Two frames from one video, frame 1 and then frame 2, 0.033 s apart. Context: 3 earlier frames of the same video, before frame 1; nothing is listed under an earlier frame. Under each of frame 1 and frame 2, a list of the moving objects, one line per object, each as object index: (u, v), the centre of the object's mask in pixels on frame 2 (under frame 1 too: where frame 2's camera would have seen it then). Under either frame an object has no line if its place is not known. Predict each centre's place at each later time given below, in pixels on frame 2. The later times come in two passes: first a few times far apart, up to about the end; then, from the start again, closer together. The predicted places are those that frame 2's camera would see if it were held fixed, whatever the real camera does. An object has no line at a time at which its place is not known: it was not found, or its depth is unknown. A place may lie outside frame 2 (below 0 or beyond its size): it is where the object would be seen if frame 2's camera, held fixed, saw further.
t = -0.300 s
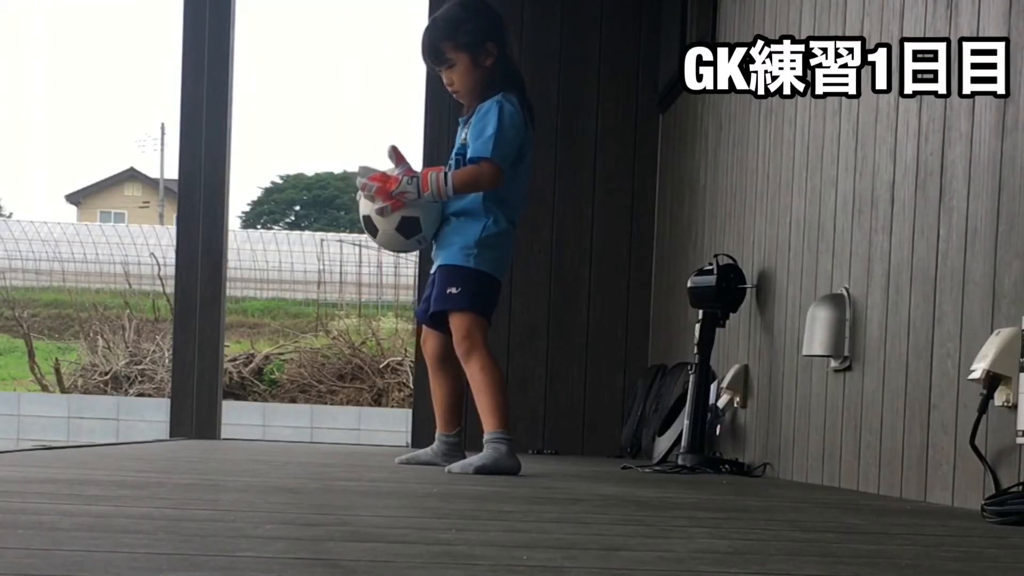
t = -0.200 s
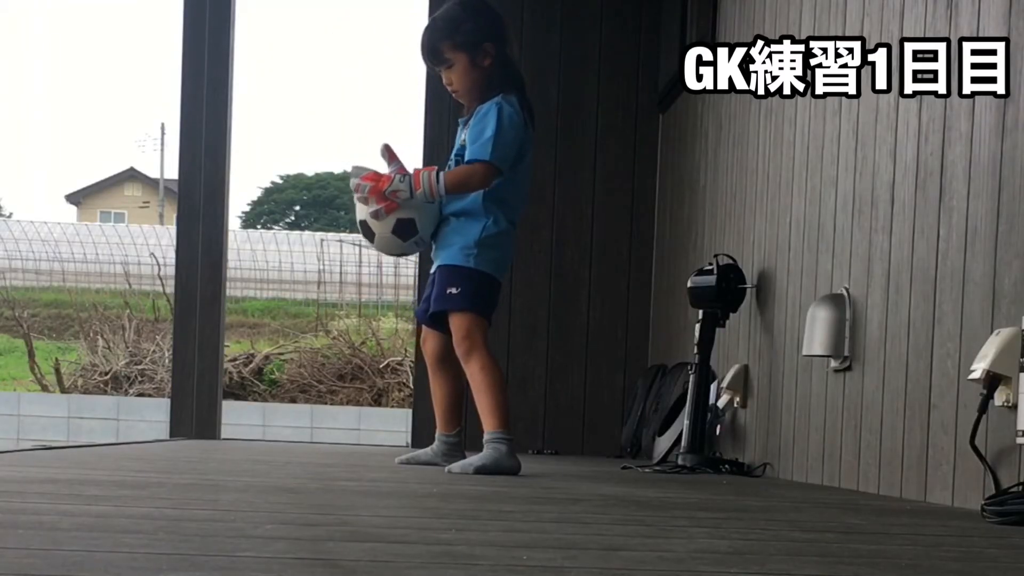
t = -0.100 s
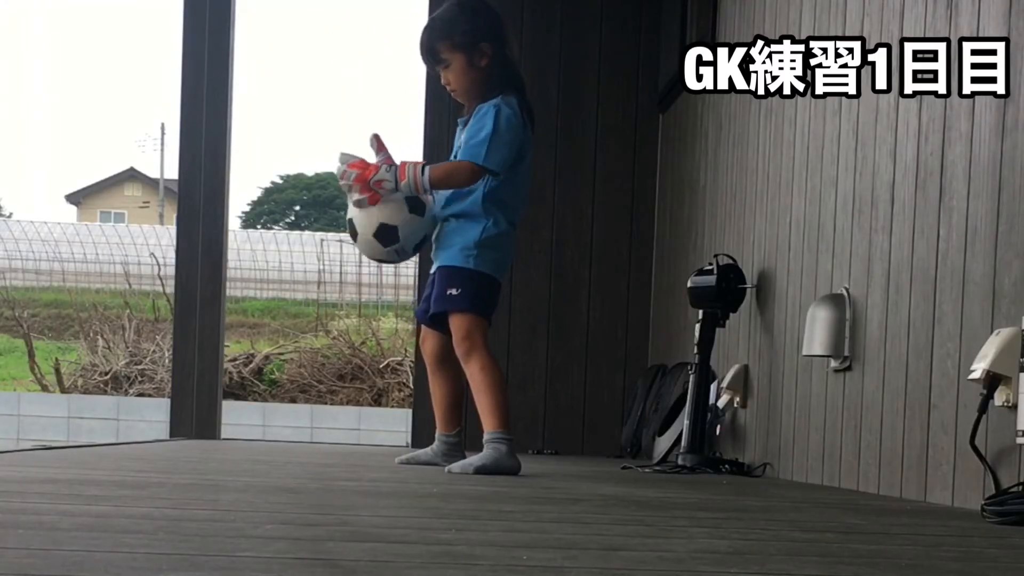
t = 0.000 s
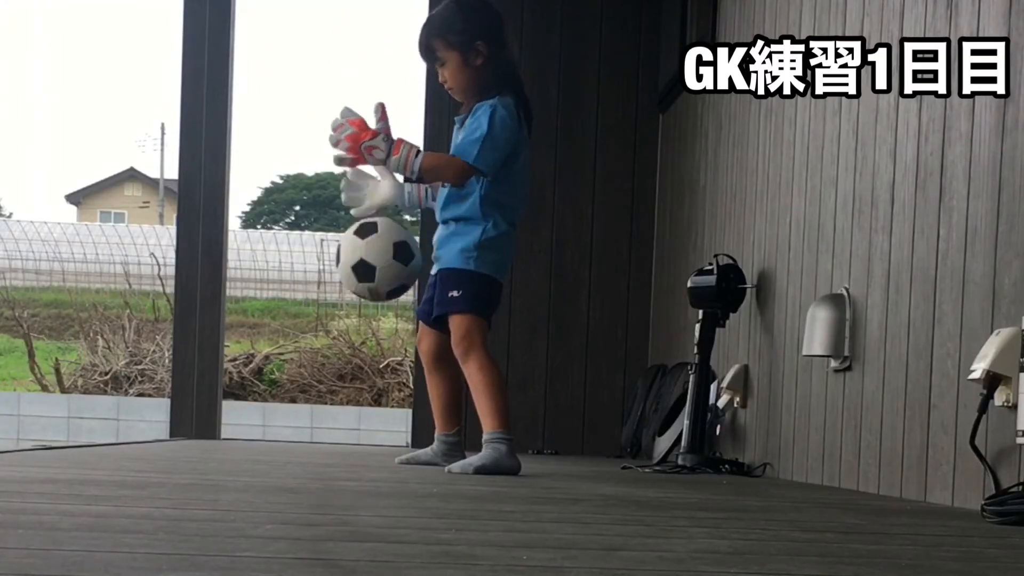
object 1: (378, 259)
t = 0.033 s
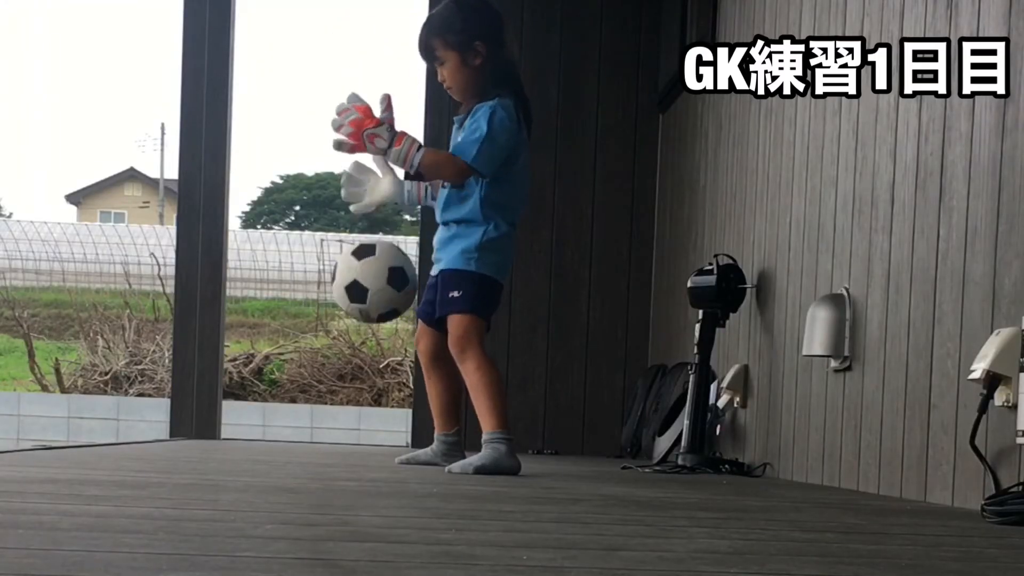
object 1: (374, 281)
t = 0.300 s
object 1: (361, 334)
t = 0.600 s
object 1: (365, 369)
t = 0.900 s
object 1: (367, 355)
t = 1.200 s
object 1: (367, 380)
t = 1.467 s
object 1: (366, 397)
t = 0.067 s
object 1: (371, 309)
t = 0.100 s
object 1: (366, 340)
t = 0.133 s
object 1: (361, 376)
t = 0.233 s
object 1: (358, 381)
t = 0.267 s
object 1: (360, 355)
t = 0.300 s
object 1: (361, 334)
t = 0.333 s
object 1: (362, 319)
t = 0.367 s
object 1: (363, 309)
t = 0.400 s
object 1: (364, 303)
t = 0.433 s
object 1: (364, 302)
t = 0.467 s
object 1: (365, 306)
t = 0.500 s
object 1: (365, 314)
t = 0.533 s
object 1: (365, 328)
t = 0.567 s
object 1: (365, 346)
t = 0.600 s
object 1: (365, 369)
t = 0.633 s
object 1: (364, 397)
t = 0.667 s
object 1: (363, 427)
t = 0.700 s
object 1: (364, 407)
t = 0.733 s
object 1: (365, 386)
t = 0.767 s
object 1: (366, 371)
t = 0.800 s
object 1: (366, 359)
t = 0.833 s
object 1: (367, 353)
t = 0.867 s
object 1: (367, 353)
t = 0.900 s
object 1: (367, 355)
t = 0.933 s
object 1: (367, 364)
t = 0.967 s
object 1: (366, 377)
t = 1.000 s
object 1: (366, 395)
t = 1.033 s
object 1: (365, 418)
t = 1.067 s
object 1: (365, 419)
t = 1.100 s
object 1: (366, 402)
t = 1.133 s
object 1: (366, 390)
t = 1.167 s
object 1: (367, 383)
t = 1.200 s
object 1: (367, 380)
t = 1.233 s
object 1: (367, 383)
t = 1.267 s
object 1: (367, 390)
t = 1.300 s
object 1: (366, 402)
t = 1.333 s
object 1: (366, 419)
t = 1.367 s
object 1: (366, 420)
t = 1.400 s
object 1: (366, 408)
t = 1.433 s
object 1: (366, 400)
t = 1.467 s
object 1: (366, 397)
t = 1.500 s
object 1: (366, 399)
